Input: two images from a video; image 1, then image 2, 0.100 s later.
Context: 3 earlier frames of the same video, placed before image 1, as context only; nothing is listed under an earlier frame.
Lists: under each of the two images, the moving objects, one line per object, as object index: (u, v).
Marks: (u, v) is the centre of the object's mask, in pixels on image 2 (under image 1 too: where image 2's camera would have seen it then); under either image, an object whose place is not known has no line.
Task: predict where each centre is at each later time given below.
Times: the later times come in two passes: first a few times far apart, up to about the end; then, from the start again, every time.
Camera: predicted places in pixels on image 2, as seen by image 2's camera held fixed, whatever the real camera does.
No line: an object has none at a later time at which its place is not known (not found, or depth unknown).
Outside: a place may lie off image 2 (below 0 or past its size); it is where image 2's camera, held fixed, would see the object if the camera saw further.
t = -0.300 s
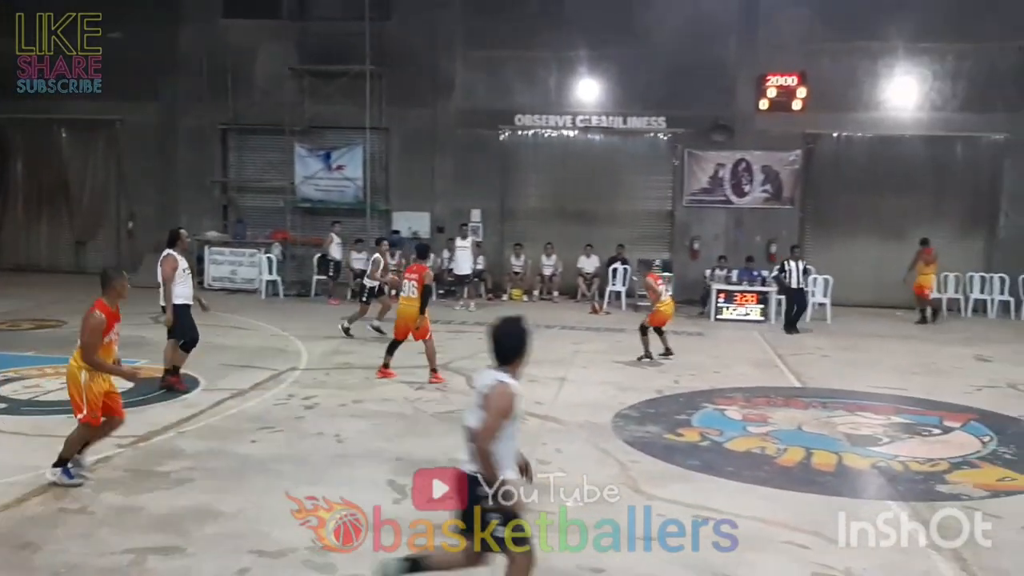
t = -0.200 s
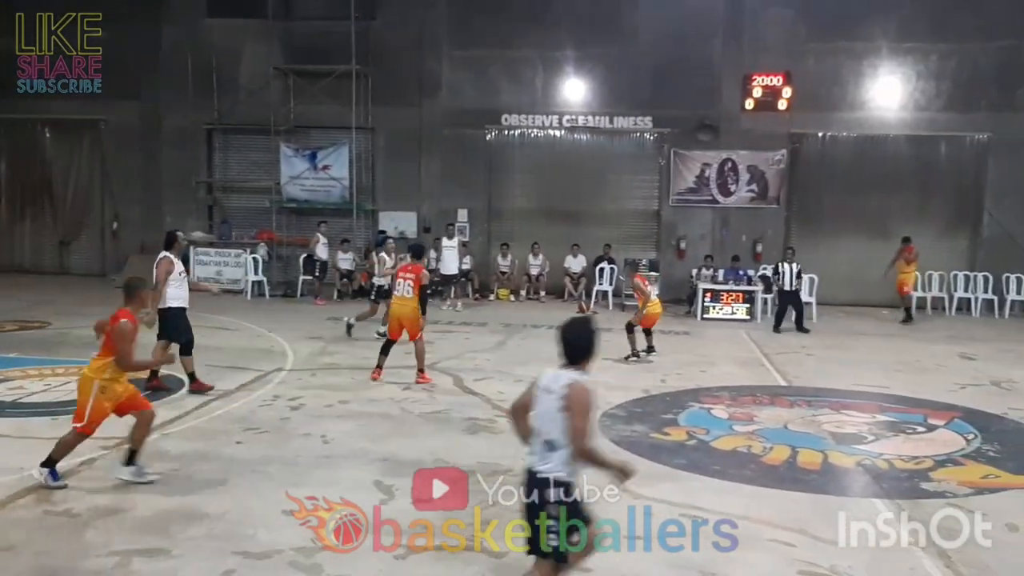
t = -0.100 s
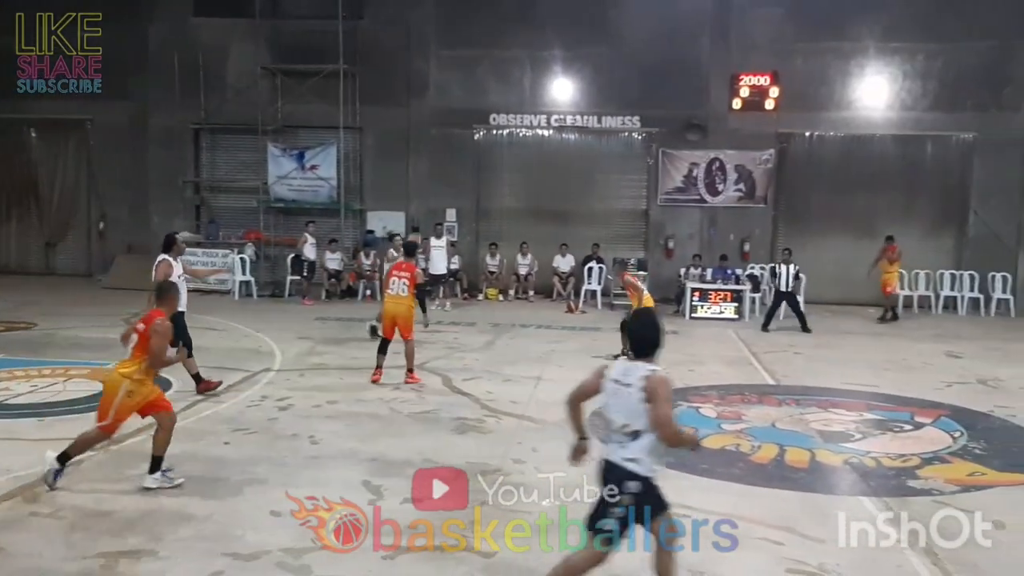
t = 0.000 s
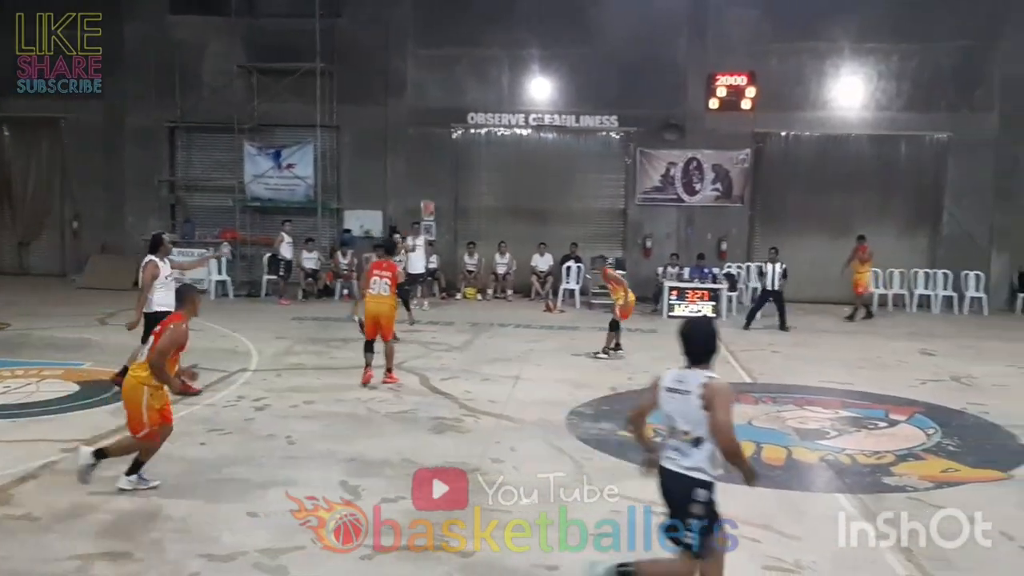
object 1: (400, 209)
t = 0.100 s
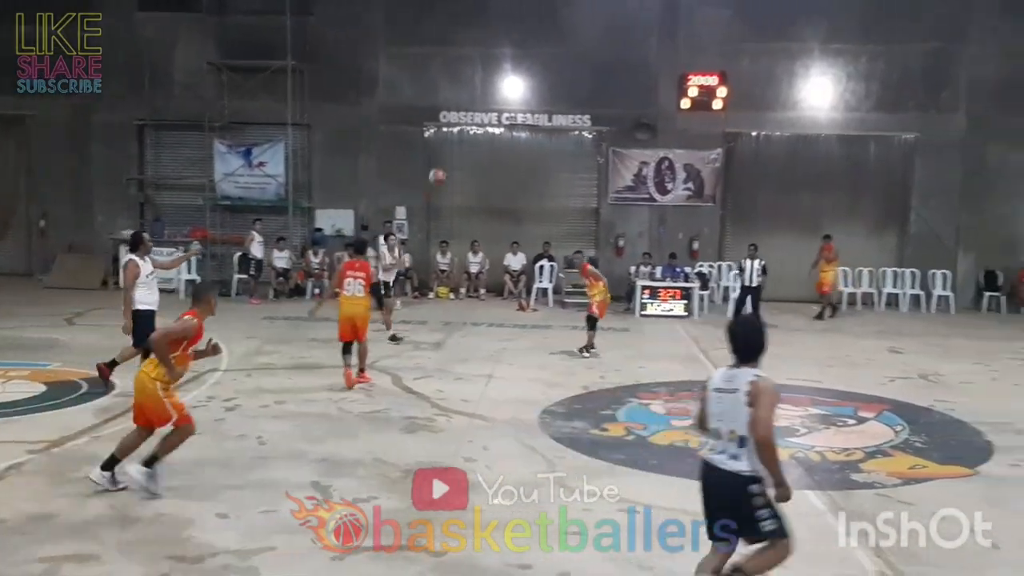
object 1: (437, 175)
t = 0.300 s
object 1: (522, 130)
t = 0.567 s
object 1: (662, 99)
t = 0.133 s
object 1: (450, 166)
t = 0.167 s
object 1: (464, 158)
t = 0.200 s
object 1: (478, 149)
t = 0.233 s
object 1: (494, 141)
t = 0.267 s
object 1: (507, 135)
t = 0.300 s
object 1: (522, 130)
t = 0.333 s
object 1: (538, 122)
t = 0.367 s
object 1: (555, 118)
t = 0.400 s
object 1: (571, 113)
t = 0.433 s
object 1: (589, 109)
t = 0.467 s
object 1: (605, 104)
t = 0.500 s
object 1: (623, 101)
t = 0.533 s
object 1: (644, 100)
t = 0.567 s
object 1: (662, 99)
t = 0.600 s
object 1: (679, 98)
